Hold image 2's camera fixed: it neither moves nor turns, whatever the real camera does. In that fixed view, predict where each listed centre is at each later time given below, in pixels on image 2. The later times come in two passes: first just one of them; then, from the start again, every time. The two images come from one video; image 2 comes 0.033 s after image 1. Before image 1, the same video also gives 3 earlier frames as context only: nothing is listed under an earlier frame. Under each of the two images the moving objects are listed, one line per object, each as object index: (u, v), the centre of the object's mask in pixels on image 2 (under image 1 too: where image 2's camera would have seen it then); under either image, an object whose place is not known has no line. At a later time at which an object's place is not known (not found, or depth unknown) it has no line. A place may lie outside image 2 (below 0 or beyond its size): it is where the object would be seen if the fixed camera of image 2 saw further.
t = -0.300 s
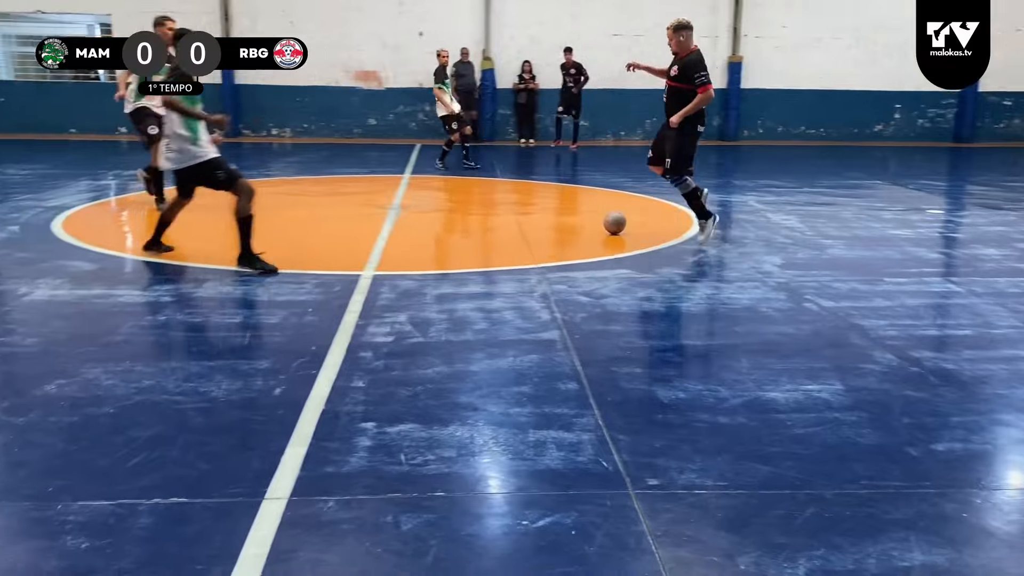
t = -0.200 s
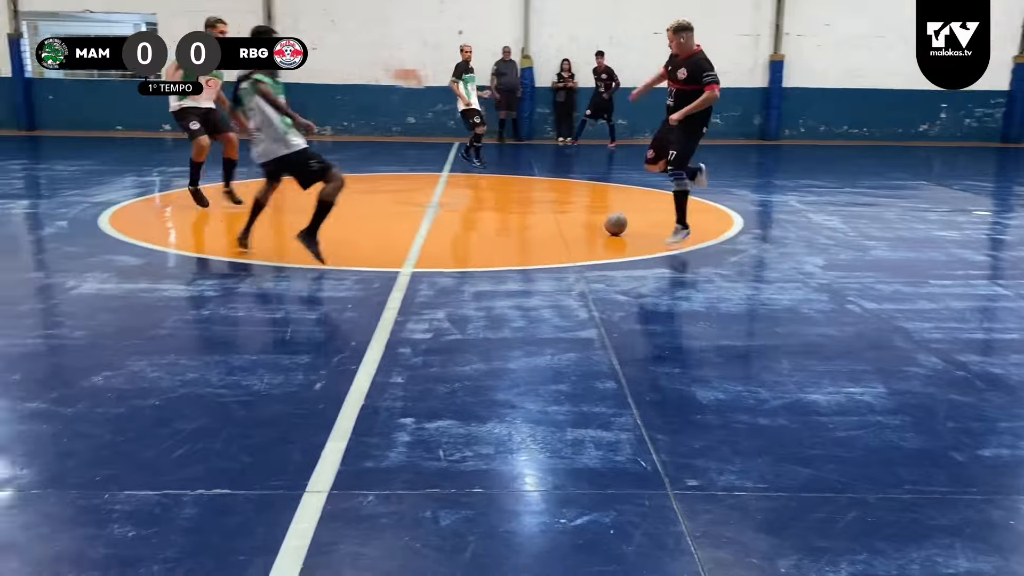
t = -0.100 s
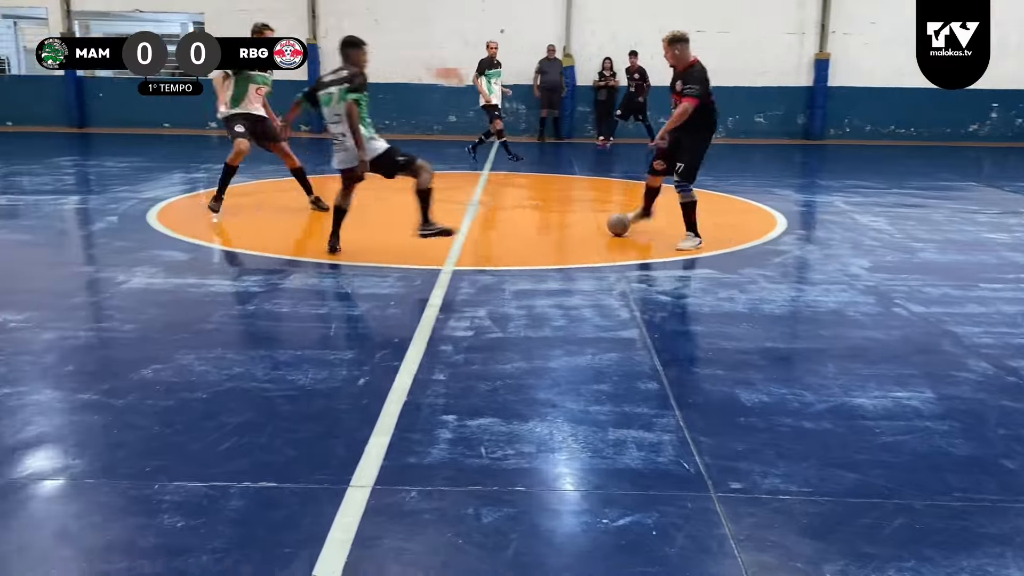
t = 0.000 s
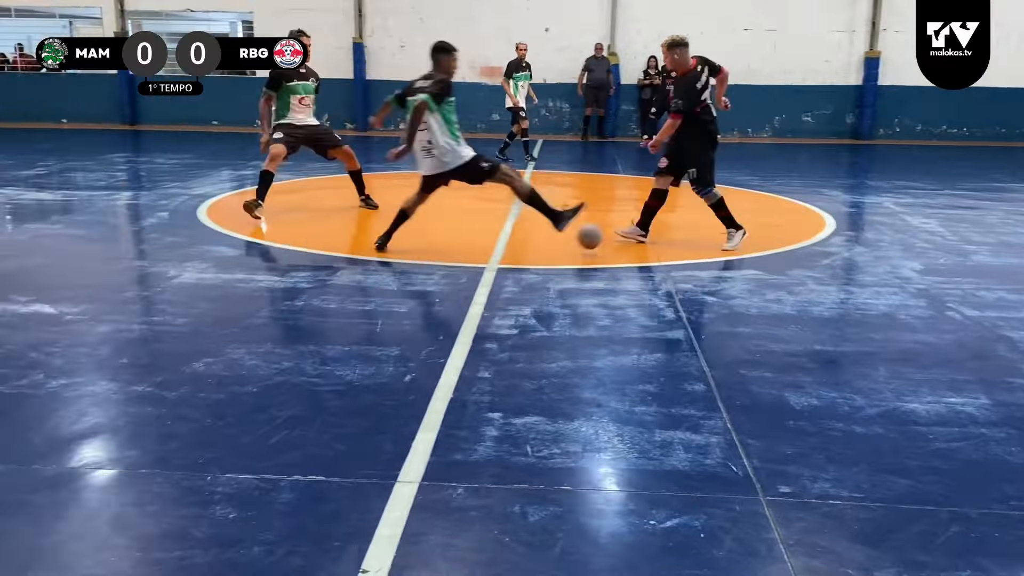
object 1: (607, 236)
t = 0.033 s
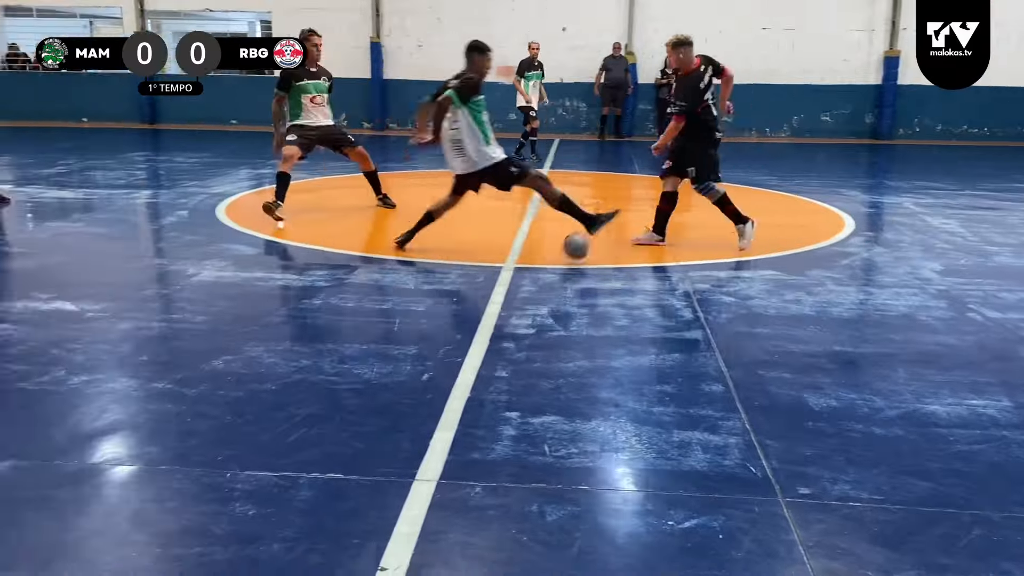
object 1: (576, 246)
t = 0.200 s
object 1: (443, 263)
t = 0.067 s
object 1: (550, 254)
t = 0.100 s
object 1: (526, 254)
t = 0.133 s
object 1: (501, 255)
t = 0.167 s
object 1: (472, 258)
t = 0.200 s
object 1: (443, 263)
